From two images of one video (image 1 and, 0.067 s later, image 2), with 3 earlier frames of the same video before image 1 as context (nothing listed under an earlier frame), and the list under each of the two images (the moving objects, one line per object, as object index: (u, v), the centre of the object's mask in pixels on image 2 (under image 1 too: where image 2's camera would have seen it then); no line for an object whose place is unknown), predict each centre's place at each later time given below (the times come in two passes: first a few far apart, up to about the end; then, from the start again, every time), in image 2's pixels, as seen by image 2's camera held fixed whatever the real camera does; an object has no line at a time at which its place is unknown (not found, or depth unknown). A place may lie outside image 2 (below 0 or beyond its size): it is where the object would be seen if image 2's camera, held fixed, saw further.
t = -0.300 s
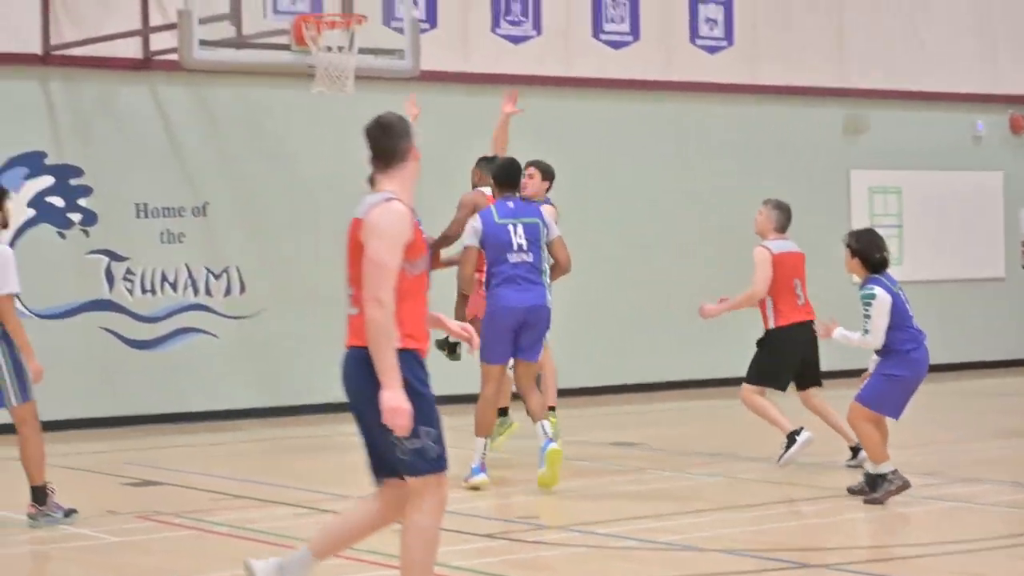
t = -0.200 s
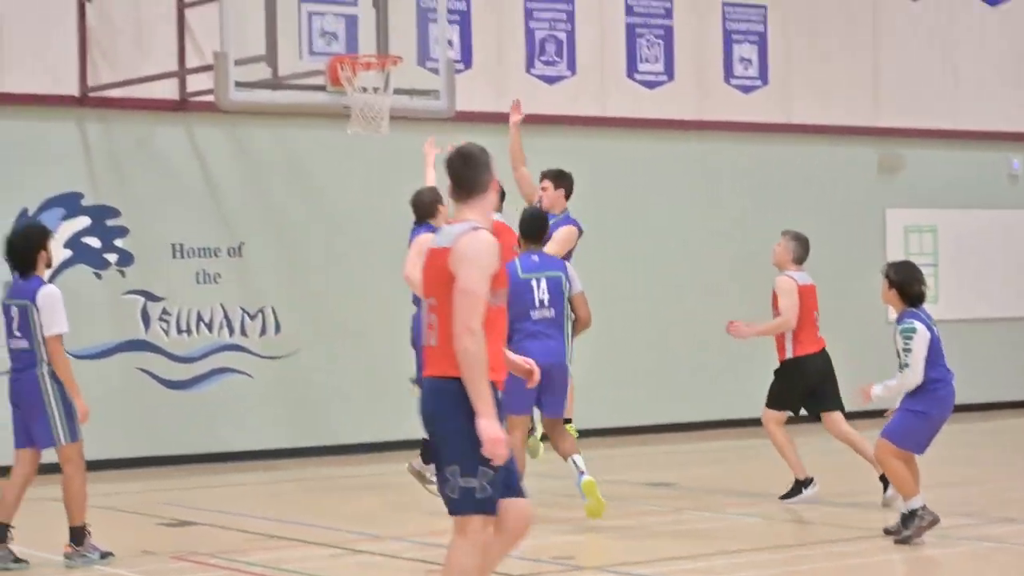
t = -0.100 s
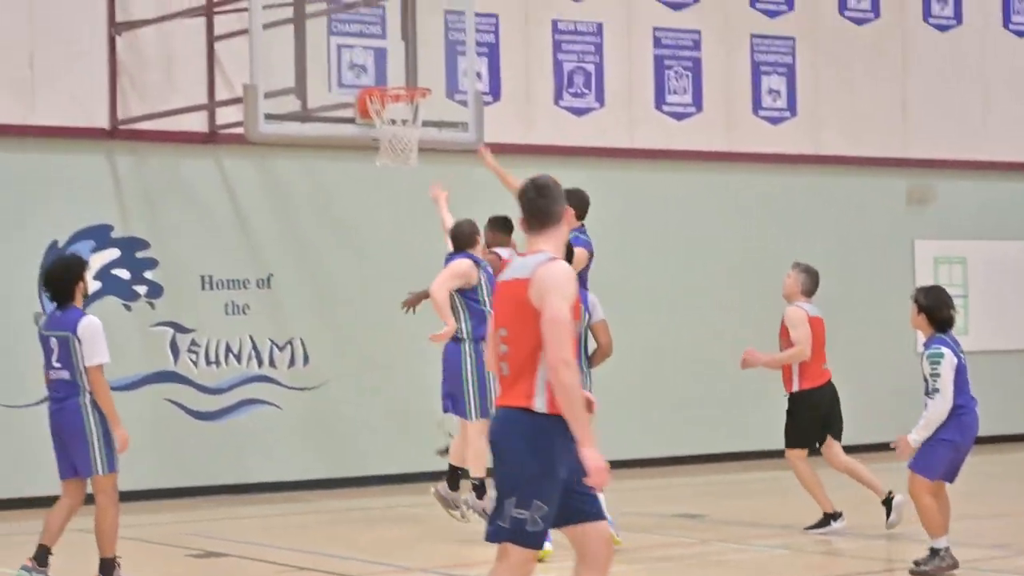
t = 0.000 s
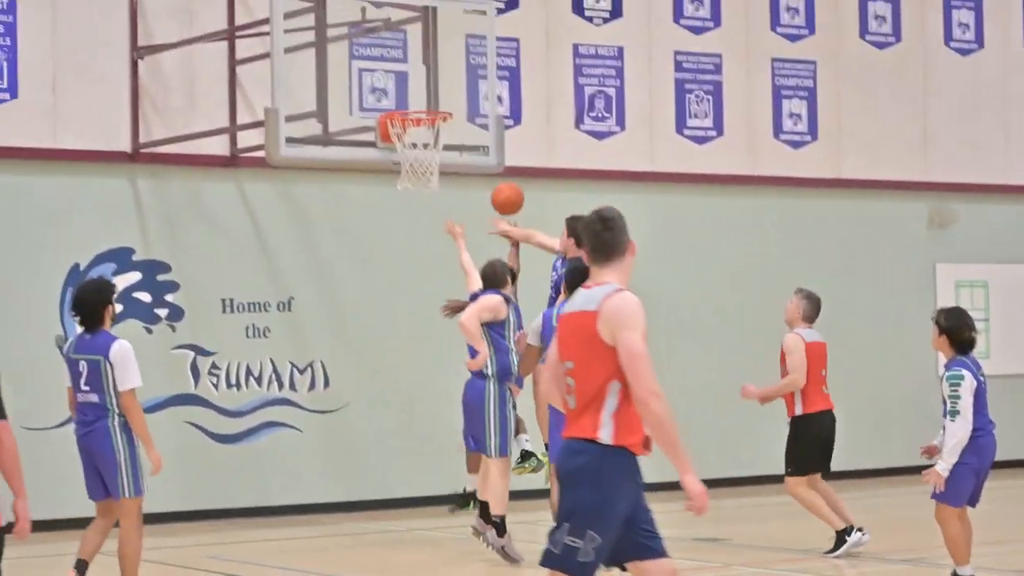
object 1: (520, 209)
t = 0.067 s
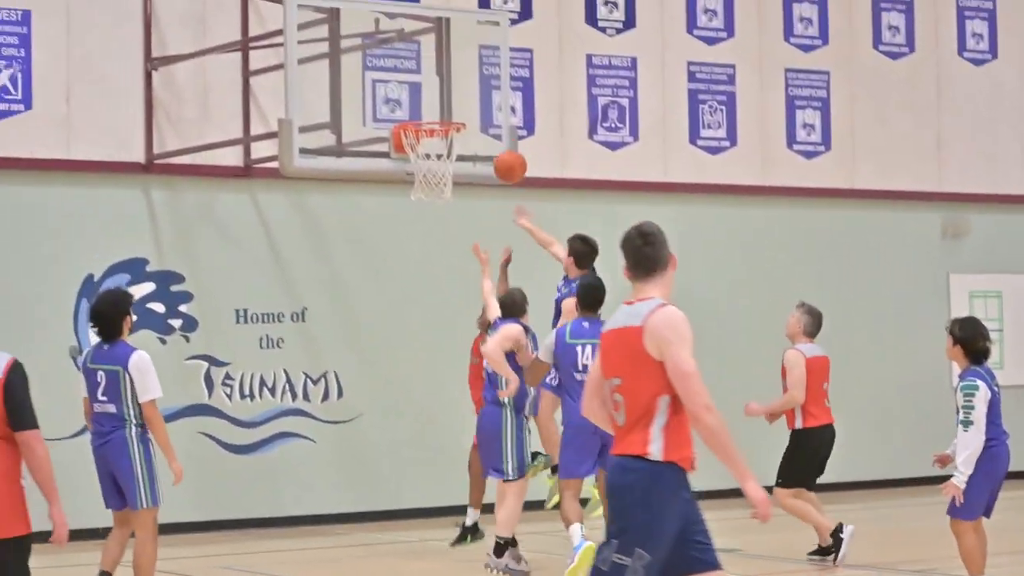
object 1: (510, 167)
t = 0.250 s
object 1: (484, 79)
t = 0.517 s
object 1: (454, 34)
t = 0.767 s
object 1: (434, 78)
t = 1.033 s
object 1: (445, 188)
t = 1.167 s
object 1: (451, 246)
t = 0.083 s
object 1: (508, 156)
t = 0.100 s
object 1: (505, 147)
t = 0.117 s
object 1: (503, 138)
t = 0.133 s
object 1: (500, 129)
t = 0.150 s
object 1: (498, 121)
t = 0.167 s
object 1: (495, 113)
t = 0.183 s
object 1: (493, 105)
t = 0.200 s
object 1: (490, 98)
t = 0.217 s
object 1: (488, 91)
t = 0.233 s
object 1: (486, 85)
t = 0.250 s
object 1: (484, 79)
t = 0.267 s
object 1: (481, 74)
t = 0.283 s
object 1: (479, 68)
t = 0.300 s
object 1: (477, 63)
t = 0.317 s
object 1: (474, 59)
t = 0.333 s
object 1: (472, 55)
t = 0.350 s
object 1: (469, 51)
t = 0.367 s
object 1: (467, 48)
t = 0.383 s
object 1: (465, 45)
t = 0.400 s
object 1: (463, 42)
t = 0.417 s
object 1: (462, 40)
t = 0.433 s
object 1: (460, 38)
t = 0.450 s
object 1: (460, 36)
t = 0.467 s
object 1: (458, 35)
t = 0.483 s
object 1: (457, 34)
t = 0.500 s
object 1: (455, 34)
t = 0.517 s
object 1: (454, 34)
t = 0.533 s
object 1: (453, 34)
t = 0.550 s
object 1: (452, 35)
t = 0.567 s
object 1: (450, 36)
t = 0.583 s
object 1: (449, 37)
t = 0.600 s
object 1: (448, 39)
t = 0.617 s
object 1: (446, 41)
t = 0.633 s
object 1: (445, 43)
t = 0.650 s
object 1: (444, 47)
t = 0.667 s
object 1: (442, 50)
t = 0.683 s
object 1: (441, 54)
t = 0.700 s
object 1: (440, 58)
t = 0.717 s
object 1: (439, 62)
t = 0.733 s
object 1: (437, 68)
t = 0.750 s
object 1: (436, 73)
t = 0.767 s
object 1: (434, 78)
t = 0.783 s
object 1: (434, 85)
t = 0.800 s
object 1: (433, 91)
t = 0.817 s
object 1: (431, 98)
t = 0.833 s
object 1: (430, 105)
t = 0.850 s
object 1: (429, 110)
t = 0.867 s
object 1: (428, 114)
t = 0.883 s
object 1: (430, 117)
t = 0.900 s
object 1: (432, 134)
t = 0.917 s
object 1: (434, 140)
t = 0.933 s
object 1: (435, 146)
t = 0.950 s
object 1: (437, 155)
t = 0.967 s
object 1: (439, 162)
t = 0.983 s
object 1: (441, 170)
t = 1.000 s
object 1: (442, 177)
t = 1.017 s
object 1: (444, 183)
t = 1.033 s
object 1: (445, 188)
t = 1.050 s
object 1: (445, 194)
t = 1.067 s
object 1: (446, 201)
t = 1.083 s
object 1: (447, 208)
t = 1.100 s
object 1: (448, 214)
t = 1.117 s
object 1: (449, 222)
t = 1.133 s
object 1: (449, 230)
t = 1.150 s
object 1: (450, 237)
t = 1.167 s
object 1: (451, 246)
